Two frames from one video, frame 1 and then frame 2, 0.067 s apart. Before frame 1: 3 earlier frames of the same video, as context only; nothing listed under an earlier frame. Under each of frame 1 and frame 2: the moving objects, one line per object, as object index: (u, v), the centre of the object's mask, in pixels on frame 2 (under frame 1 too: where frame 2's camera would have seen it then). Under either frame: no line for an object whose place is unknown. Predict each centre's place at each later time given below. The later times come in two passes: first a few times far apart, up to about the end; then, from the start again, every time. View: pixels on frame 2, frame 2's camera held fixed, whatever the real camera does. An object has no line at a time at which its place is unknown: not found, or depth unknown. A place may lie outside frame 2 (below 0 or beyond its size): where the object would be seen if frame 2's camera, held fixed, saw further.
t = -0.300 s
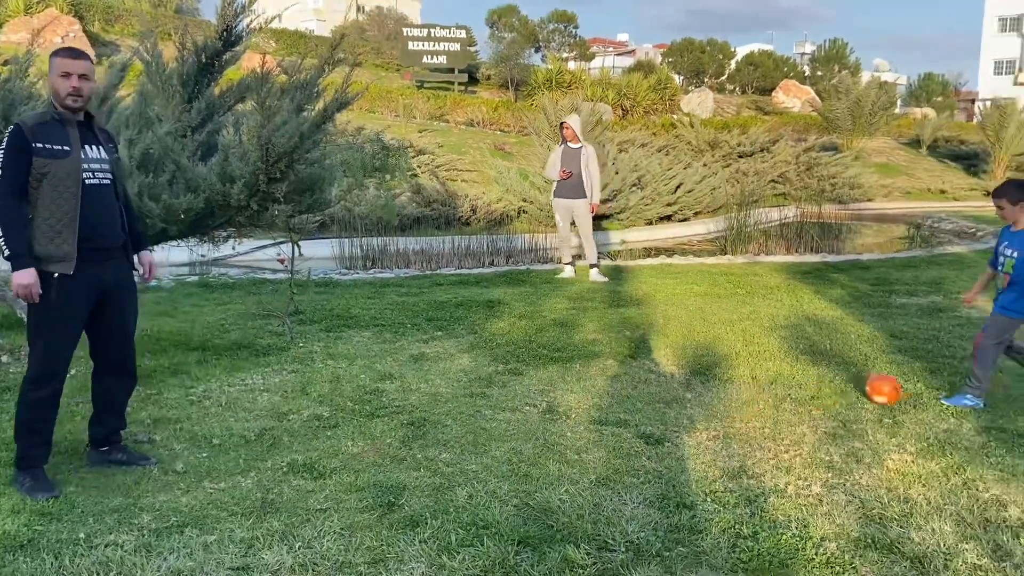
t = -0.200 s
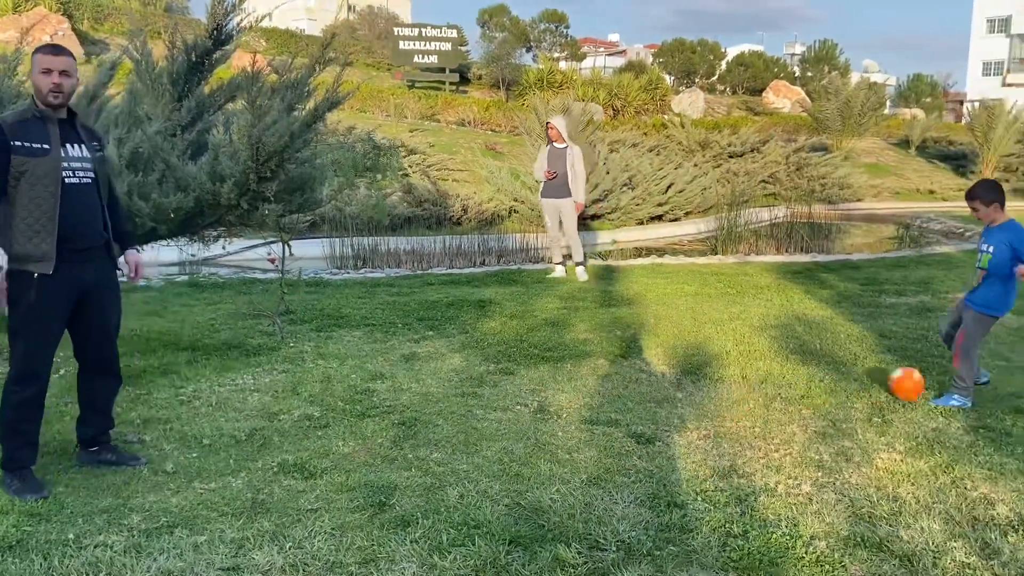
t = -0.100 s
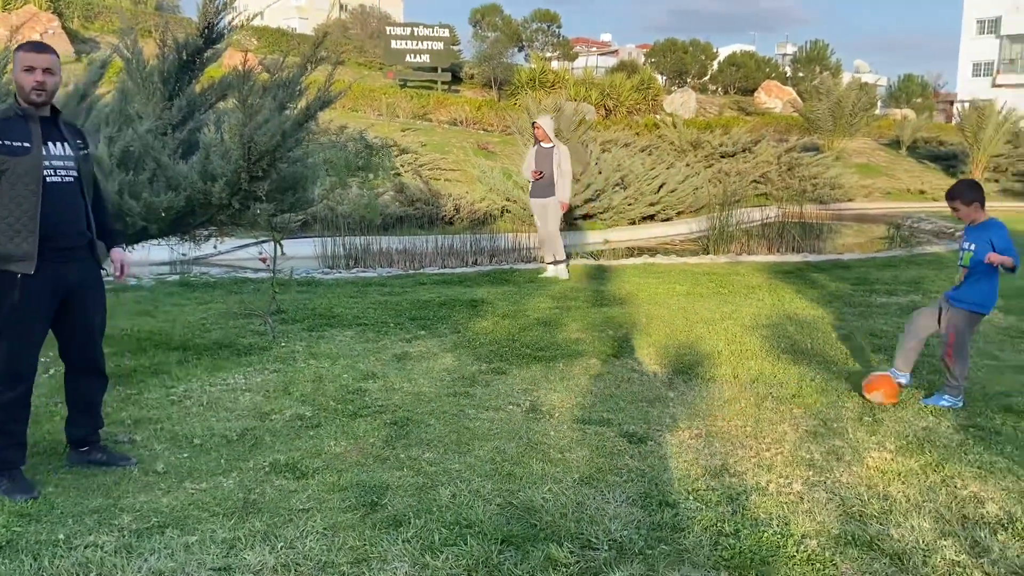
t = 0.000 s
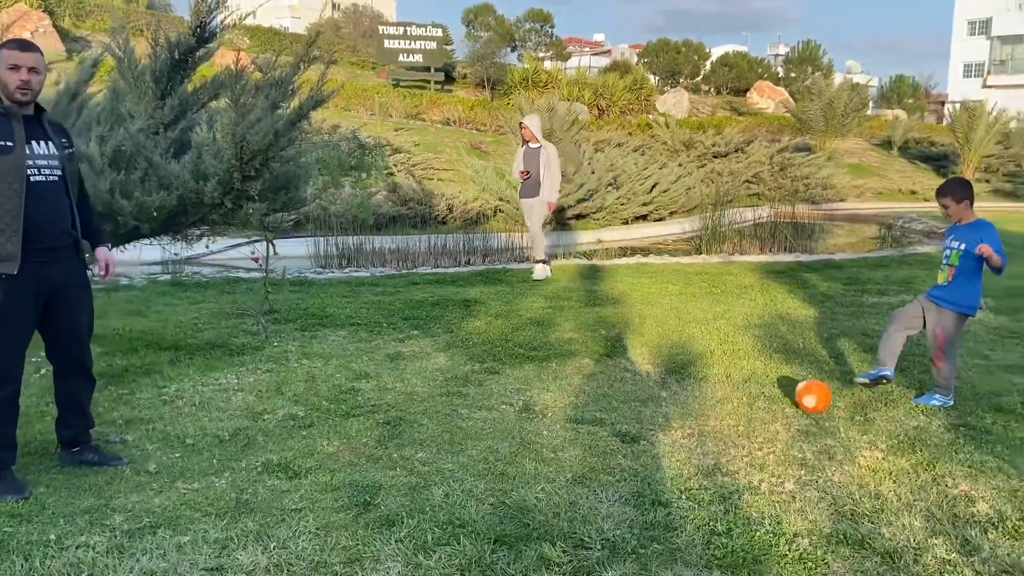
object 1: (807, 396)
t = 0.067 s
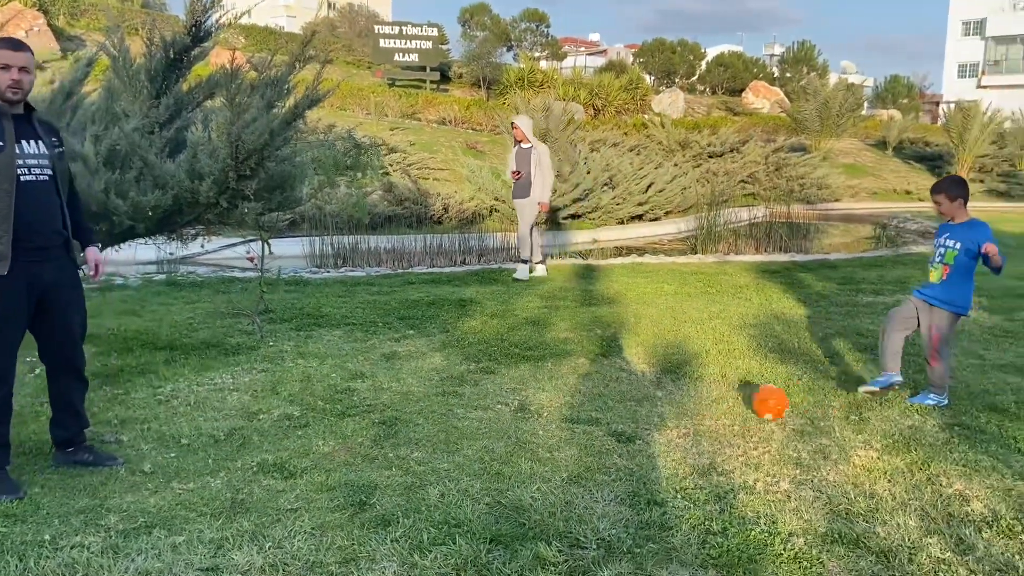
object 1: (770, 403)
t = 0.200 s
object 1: (701, 414)
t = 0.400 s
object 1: (601, 427)
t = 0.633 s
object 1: (479, 447)
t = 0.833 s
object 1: (370, 467)
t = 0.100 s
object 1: (751, 408)
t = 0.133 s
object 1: (734, 410)
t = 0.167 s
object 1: (717, 412)
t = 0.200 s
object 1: (701, 414)
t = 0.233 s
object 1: (685, 416)
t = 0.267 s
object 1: (668, 419)
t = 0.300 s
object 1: (652, 420)
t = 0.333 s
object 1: (635, 423)
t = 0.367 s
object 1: (618, 425)
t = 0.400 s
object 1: (601, 427)
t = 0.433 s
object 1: (584, 430)
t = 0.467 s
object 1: (567, 432)
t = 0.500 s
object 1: (550, 433)
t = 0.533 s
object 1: (533, 436)
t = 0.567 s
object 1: (516, 441)
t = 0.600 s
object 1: (498, 443)
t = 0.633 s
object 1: (479, 447)
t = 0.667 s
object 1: (460, 450)
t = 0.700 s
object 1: (442, 451)
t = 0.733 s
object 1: (424, 454)
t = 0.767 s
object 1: (407, 458)
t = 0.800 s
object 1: (388, 462)
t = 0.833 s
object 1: (370, 467)
